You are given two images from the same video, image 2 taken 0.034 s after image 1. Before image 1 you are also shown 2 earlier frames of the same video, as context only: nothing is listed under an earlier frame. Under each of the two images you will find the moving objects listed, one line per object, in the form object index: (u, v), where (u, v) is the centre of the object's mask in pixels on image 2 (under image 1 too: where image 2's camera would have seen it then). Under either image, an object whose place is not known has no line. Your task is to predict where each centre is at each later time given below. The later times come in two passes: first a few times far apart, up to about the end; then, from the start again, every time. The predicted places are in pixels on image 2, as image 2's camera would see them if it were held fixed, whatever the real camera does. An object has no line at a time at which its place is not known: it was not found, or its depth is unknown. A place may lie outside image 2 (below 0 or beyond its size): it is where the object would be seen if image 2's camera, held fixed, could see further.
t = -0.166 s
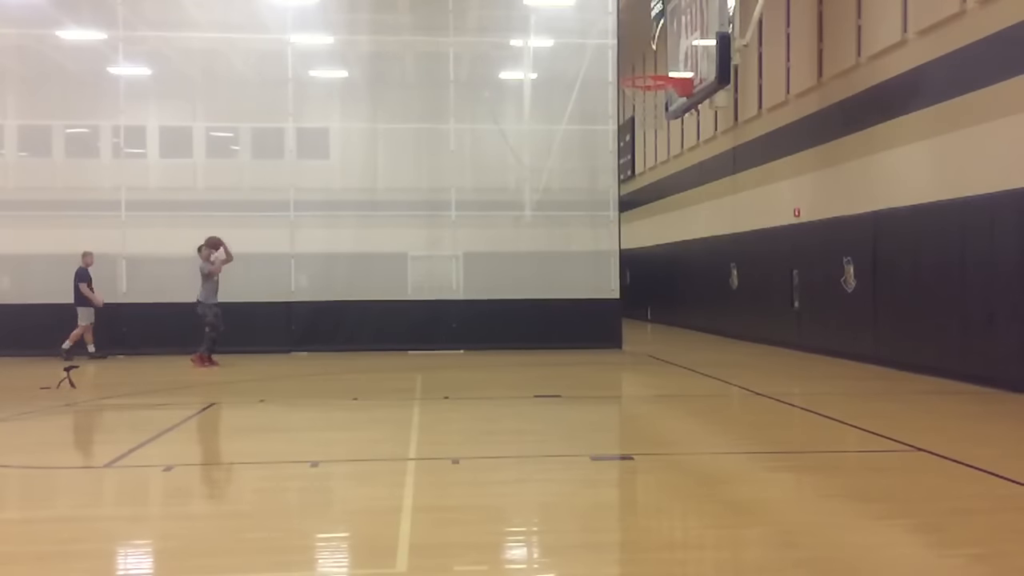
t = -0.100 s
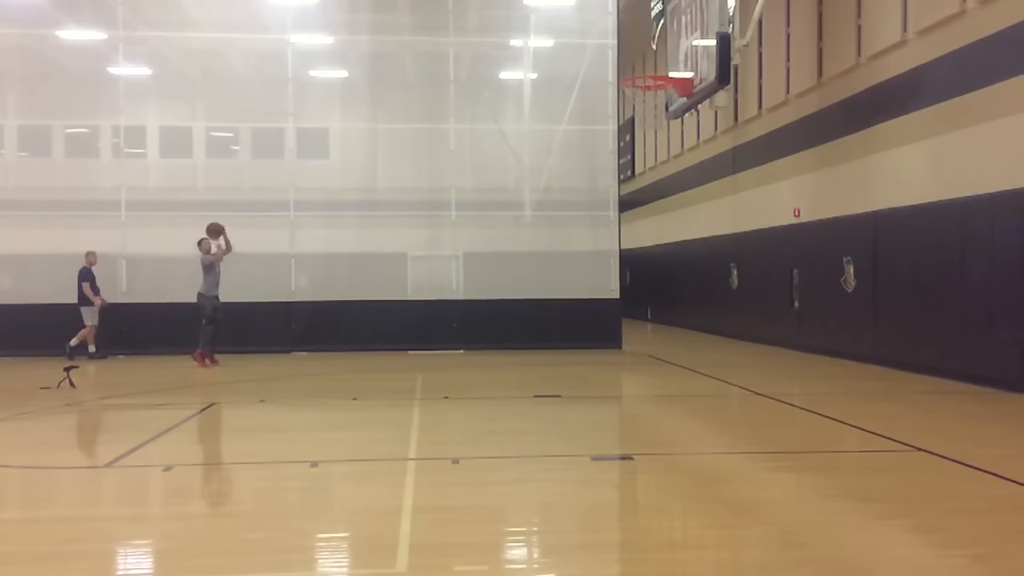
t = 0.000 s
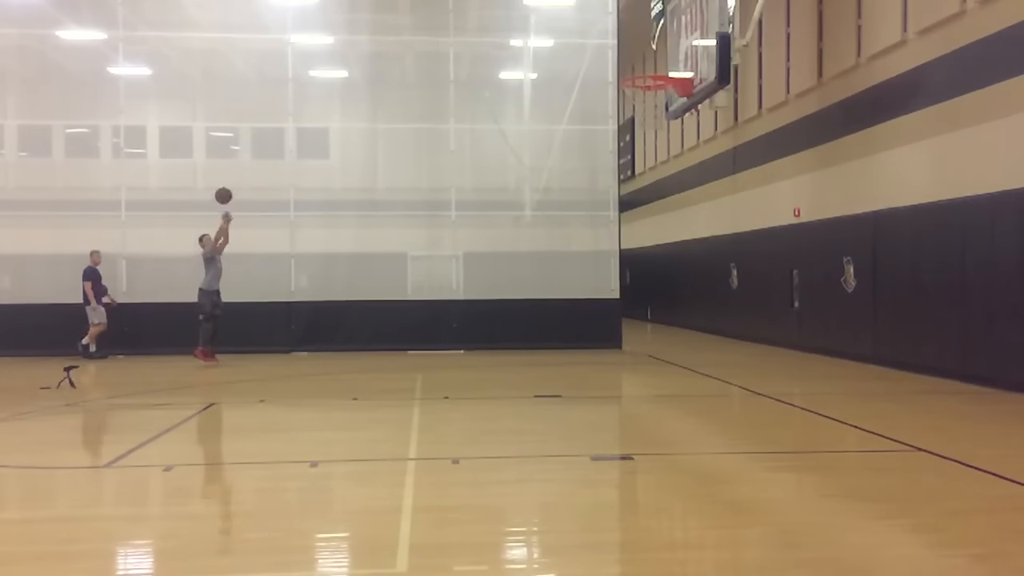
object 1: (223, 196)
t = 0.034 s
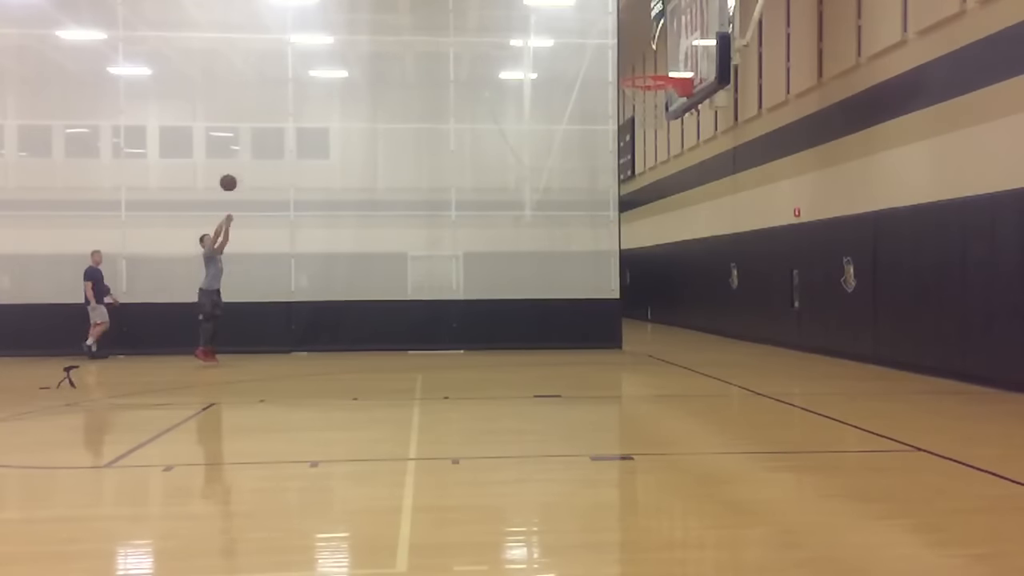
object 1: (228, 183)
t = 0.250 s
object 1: (261, 114)
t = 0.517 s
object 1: (305, 70)
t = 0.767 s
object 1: (351, 75)
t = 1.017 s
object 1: (402, 132)
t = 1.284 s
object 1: (463, 260)
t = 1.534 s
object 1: (513, 352)
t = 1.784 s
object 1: (532, 238)
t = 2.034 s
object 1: (554, 180)
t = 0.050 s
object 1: (230, 176)
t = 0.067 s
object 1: (233, 170)
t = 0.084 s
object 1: (235, 164)
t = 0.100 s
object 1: (238, 158)
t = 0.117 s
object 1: (240, 153)
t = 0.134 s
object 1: (243, 147)
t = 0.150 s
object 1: (245, 142)
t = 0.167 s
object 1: (248, 137)
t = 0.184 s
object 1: (251, 132)
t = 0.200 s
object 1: (253, 127)
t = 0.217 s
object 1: (256, 123)
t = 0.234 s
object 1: (258, 118)
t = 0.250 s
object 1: (261, 114)
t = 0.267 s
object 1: (264, 110)
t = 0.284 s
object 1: (266, 106)
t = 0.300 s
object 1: (269, 102)
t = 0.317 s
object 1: (272, 98)
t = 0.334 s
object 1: (274, 95)
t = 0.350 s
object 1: (277, 92)
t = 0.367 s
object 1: (280, 89)
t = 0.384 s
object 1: (282, 86)
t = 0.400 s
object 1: (285, 83)
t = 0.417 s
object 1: (288, 81)
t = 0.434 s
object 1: (291, 78)
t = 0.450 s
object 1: (293, 76)
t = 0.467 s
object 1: (296, 74)
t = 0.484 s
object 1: (299, 72)
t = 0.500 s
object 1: (302, 71)
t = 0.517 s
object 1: (305, 70)
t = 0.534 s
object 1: (308, 68)
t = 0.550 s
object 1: (311, 67)
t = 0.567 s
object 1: (314, 67)
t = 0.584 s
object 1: (317, 66)
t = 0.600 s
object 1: (320, 66)
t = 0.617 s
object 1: (323, 66)
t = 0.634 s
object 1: (326, 66)
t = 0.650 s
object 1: (329, 66)
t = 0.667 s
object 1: (332, 67)
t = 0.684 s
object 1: (335, 67)
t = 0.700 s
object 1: (338, 68)
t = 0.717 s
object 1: (342, 70)
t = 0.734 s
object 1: (345, 71)
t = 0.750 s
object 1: (348, 73)
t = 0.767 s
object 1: (351, 75)
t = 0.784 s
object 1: (354, 77)
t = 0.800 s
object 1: (357, 79)
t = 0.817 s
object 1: (361, 81)
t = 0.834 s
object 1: (364, 84)
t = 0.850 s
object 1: (367, 87)
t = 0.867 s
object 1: (371, 91)
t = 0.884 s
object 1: (374, 94)
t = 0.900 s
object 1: (378, 98)
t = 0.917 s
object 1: (381, 102)
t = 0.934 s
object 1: (385, 107)
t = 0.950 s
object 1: (388, 111)
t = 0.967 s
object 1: (392, 116)
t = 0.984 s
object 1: (395, 121)
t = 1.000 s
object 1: (399, 127)
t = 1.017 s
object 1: (402, 132)
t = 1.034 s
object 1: (406, 138)
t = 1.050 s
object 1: (409, 144)
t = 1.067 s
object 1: (413, 151)
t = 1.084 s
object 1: (417, 157)
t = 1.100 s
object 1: (421, 164)
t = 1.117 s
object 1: (424, 171)
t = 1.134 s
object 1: (428, 179)
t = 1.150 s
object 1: (432, 187)
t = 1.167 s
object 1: (436, 195)
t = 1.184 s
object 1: (439, 203)
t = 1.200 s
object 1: (443, 212)
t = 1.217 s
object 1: (447, 221)
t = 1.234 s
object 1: (451, 230)
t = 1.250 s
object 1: (455, 240)
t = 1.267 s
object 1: (459, 249)
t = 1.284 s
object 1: (463, 260)
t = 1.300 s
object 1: (467, 270)
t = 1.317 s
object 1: (471, 281)
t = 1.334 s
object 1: (475, 292)
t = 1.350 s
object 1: (479, 301)
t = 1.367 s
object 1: (482, 314)
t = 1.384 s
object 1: (486, 327)
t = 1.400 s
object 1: (491, 339)
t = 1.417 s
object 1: (496, 352)
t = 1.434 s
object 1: (500, 367)
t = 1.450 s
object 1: (504, 379)
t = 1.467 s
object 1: (508, 391)
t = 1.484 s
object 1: (509, 382)
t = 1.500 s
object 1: (510, 372)
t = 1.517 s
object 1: (512, 363)
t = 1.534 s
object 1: (513, 352)
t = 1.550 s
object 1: (513, 343)
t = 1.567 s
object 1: (515, 333)
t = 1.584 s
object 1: (516, 323)
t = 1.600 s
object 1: (517, 315)
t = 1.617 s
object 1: (518, 308)
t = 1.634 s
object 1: (521, 299)
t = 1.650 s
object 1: (522, 292)
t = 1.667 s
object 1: (523, 285)
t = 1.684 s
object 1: (525, 277)
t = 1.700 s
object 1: (526, 270)
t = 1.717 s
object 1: (527, 263)
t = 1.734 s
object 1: (528, 256)
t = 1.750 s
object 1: (530, 250)
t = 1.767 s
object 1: (531, 244)
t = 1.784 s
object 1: (532, 238)
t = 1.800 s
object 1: (534, 232)
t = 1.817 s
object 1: (535, 227)
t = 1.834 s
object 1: (537, 222)
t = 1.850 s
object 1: (538, 216)
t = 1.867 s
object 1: (539, 212)
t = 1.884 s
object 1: (541, 208)
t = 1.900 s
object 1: (542, 204)
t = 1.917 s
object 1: (544, 200)
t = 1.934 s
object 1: (545, 196)
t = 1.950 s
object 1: (546, 193)
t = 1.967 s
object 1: (548, 190)
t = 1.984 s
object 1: (549, 187)
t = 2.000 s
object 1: (551, 184)
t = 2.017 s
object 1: (552, 182)
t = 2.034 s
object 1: (554, 180)
